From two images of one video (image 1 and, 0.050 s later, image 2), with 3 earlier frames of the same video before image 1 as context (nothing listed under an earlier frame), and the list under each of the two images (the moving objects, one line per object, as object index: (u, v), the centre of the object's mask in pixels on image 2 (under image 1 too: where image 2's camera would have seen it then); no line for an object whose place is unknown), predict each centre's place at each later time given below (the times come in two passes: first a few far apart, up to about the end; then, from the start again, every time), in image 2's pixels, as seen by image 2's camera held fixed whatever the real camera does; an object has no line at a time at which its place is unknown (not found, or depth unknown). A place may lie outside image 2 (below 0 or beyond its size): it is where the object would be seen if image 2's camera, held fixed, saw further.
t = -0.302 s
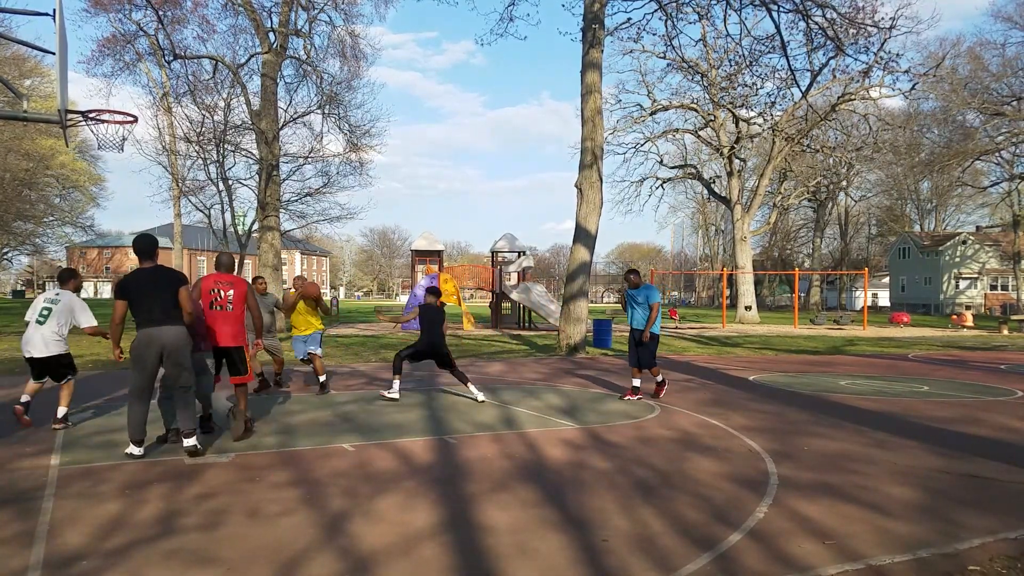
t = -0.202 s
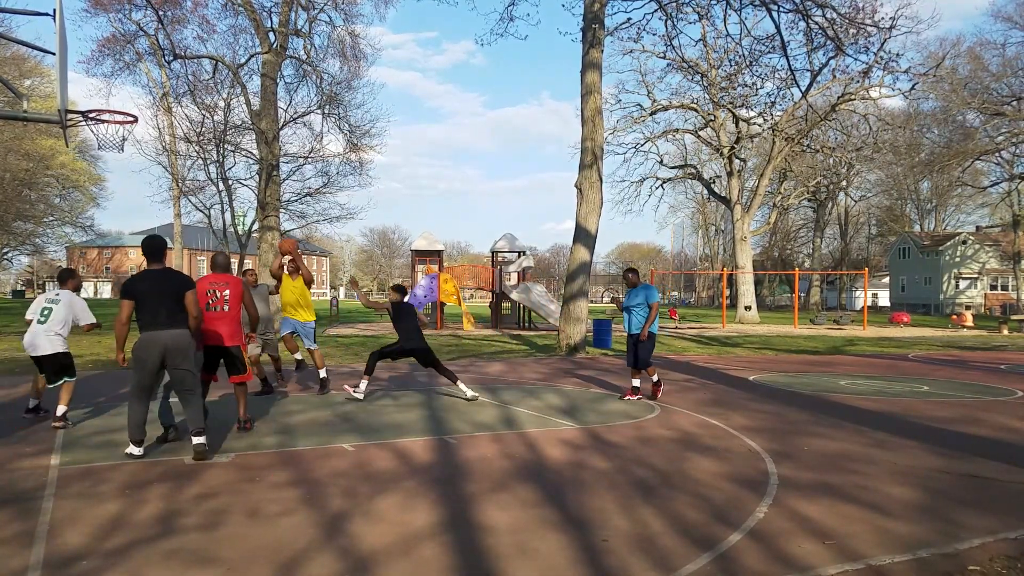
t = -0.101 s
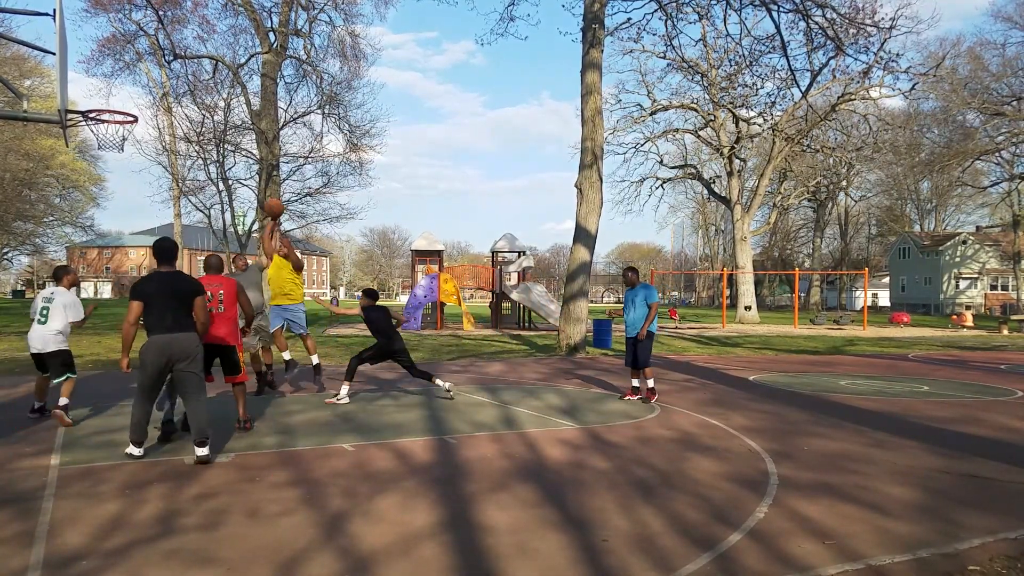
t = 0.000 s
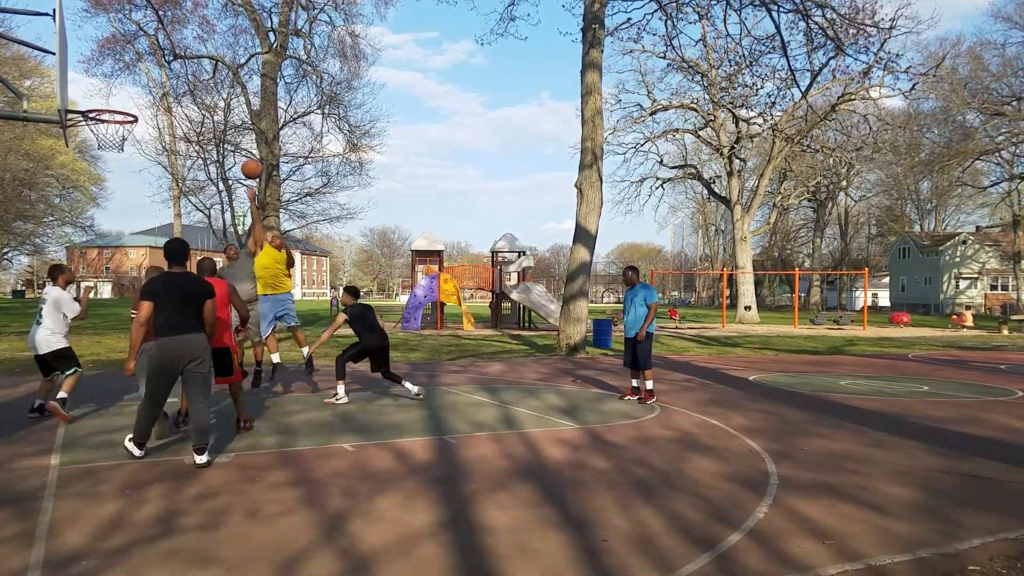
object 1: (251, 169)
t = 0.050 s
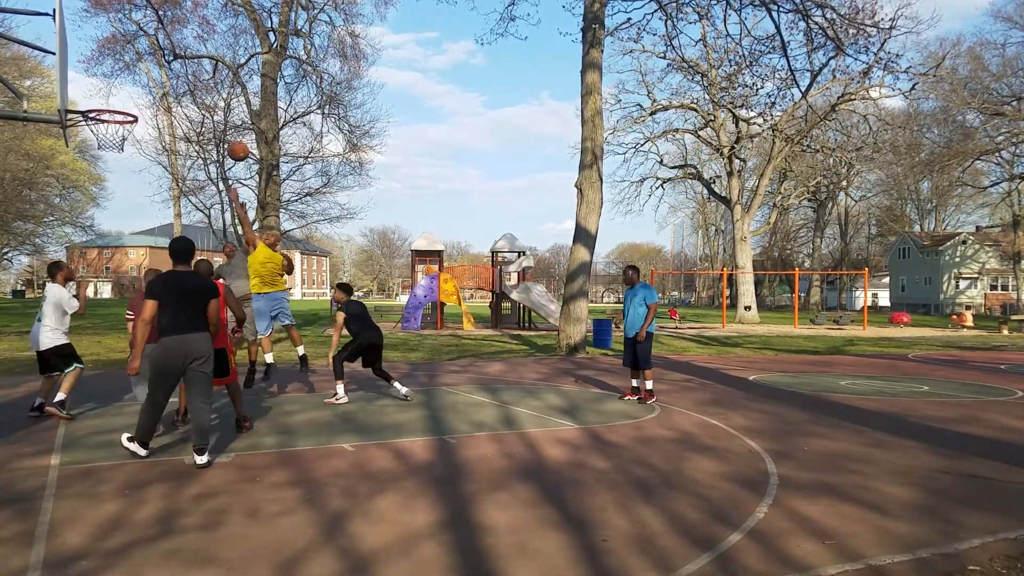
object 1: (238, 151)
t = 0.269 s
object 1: (172, 88)
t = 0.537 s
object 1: (79, 59)
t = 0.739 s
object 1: (147, 111)
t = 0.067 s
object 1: (233, 145)
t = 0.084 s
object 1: (229, 139)
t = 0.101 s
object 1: (223, 134)
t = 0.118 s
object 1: (219, 129)
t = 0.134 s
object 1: (214, 124)
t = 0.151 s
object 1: (209, 119)
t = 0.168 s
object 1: (204, 113)
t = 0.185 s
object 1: (199, 109)
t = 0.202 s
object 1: (194, 105)
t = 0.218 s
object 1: (189, 101)
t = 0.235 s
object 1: (183, 96)
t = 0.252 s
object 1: (178, 92)
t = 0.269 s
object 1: (172, 88)
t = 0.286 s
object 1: (167, 85)
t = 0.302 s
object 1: (161, 81)
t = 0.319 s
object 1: (155, 78)
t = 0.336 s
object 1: (149, 75)
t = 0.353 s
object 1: (143, 72)
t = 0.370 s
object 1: (137, 70)
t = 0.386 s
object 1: (131, 68)
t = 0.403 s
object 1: (125, 66)
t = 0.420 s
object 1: (118, 64)
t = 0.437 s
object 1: (112, 62)
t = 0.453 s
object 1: (105, 61)
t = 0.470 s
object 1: (98, 60)
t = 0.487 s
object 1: (92, 59)
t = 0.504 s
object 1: (85, 58)
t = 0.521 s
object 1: (77, 58)
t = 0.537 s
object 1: (79, 59)
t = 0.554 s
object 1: (84, 62)
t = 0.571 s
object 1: (90, 65)
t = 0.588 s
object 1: (96, 68)
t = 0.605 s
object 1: (101, 71)
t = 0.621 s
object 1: (107, 75)
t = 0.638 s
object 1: (113, 79)
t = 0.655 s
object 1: (119, 84)
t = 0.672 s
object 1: (124, 89)
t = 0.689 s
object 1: (130, 94)
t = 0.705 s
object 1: (135, 99)
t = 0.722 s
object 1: (141, 105)
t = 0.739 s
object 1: (147, 111)
